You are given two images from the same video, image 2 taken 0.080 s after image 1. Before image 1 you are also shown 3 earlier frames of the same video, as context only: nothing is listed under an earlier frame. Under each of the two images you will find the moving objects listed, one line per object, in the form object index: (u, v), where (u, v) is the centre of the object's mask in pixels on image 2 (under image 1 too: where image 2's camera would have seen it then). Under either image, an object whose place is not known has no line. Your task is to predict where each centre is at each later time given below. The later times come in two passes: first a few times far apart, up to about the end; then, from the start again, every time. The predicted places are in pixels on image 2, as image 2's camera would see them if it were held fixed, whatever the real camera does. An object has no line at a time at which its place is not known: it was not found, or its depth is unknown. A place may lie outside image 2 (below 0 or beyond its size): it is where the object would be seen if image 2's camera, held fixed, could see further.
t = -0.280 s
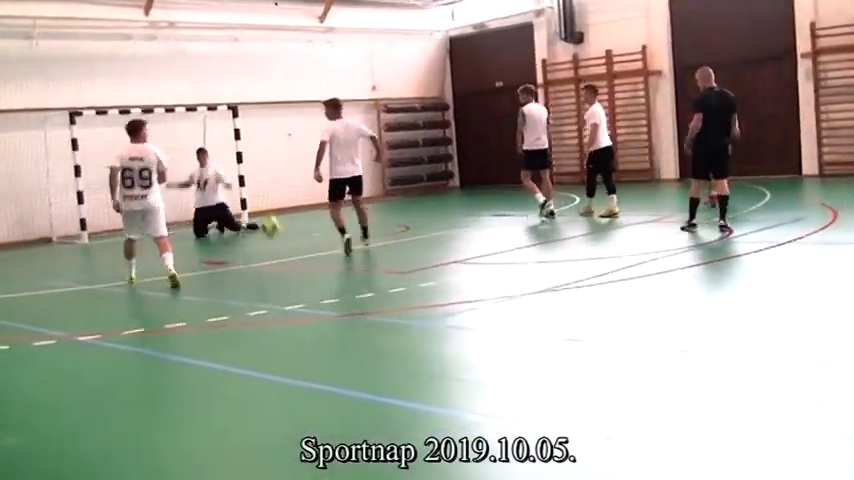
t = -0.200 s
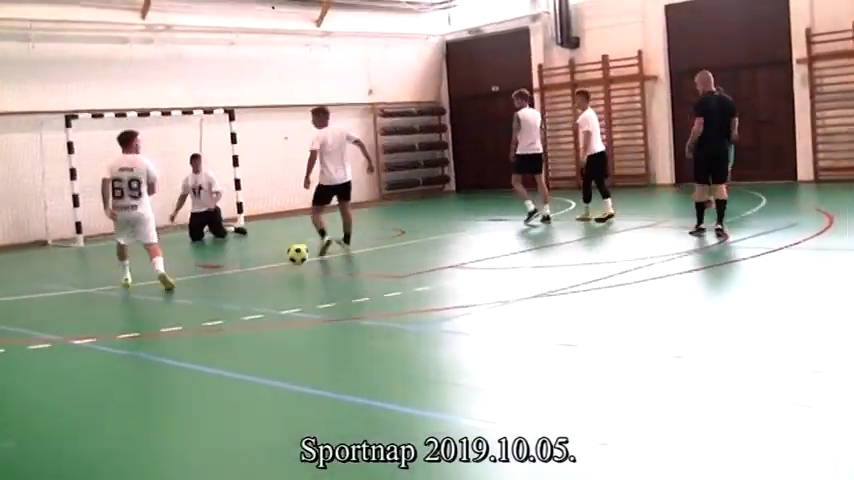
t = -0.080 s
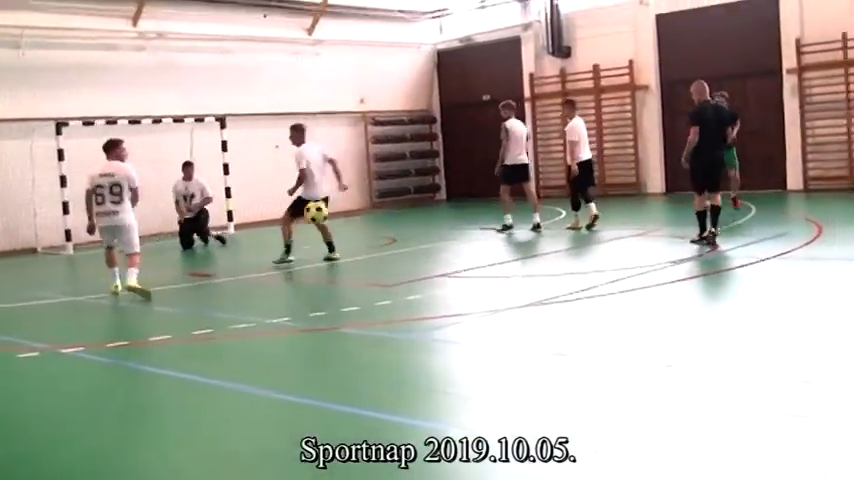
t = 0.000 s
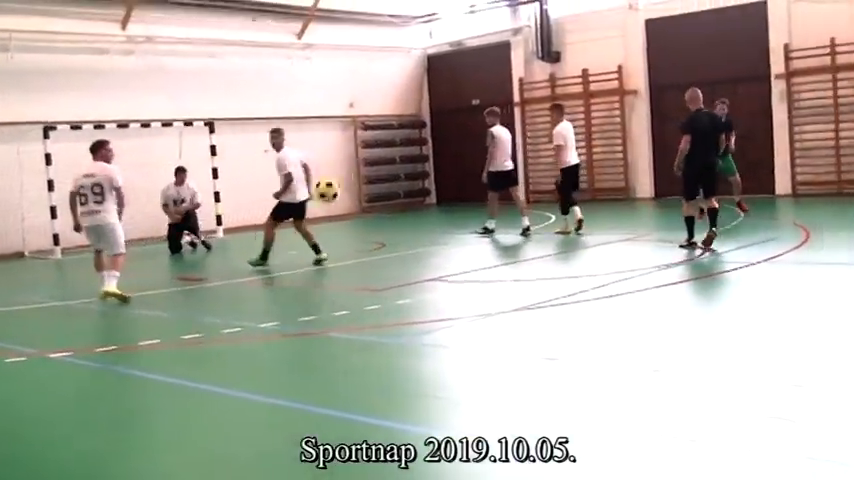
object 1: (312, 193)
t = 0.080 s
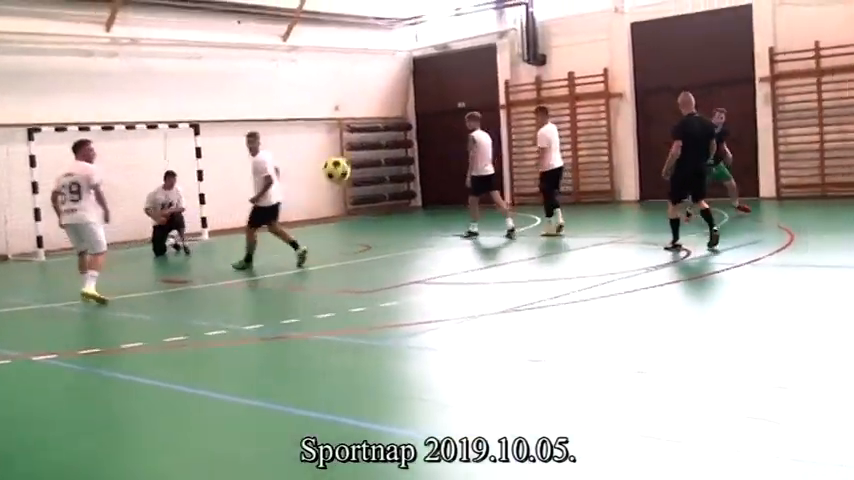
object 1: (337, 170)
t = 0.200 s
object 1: (377, 148)
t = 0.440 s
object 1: (477, 166)
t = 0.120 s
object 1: (350, 160)
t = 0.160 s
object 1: (363, 153)
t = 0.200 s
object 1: (377, 148)
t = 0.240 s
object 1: (392, 144)
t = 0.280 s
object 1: (408, 144)
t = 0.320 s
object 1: (423, 145)
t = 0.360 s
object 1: (440, 149)
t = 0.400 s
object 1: (457, 157)
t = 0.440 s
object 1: (477, 166)
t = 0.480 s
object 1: (496, 180)
